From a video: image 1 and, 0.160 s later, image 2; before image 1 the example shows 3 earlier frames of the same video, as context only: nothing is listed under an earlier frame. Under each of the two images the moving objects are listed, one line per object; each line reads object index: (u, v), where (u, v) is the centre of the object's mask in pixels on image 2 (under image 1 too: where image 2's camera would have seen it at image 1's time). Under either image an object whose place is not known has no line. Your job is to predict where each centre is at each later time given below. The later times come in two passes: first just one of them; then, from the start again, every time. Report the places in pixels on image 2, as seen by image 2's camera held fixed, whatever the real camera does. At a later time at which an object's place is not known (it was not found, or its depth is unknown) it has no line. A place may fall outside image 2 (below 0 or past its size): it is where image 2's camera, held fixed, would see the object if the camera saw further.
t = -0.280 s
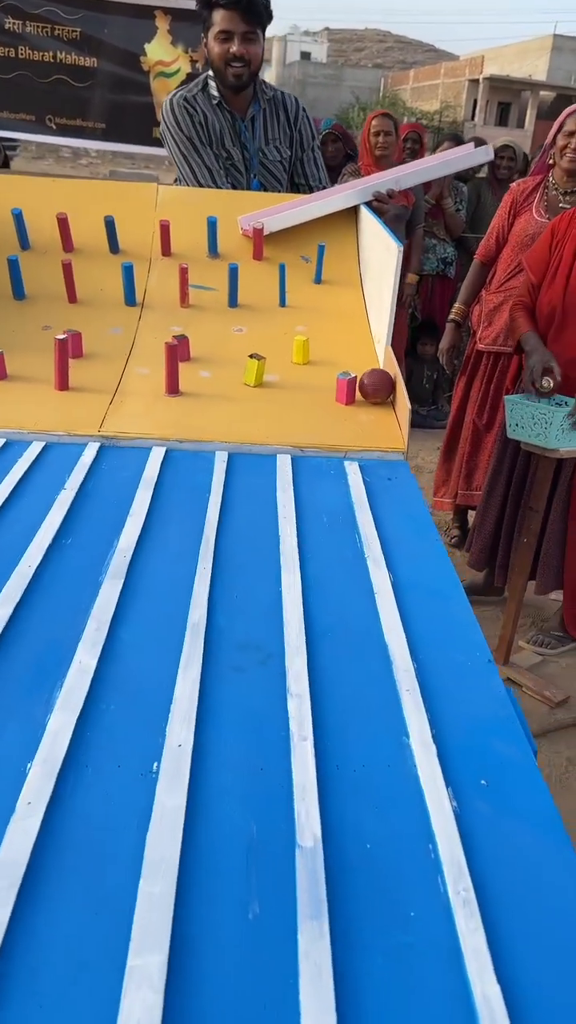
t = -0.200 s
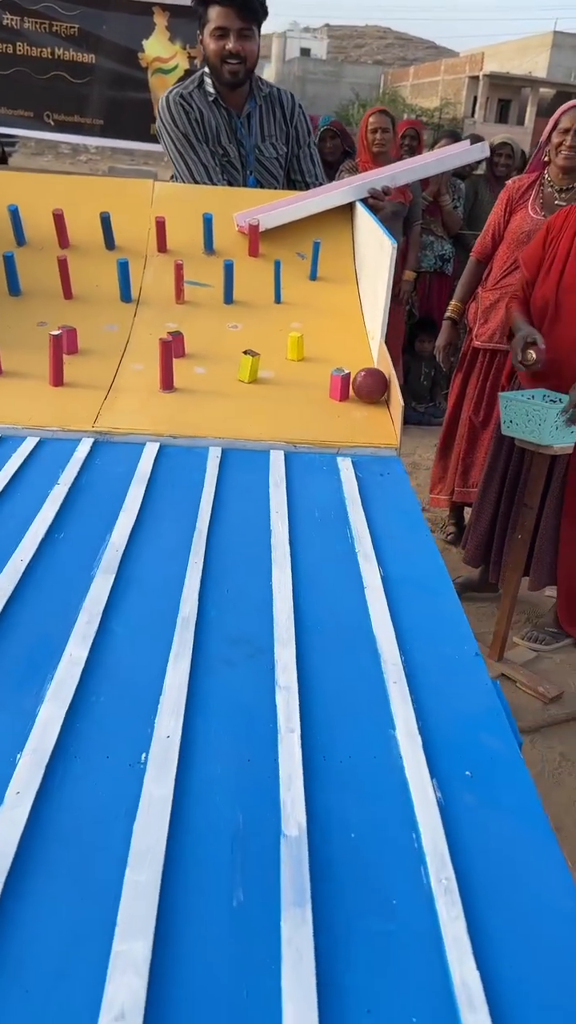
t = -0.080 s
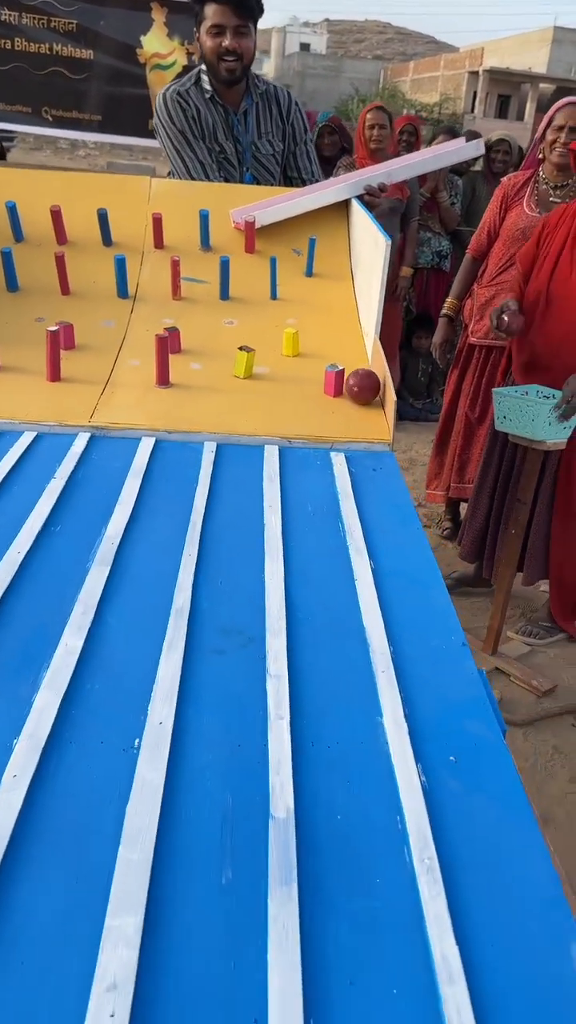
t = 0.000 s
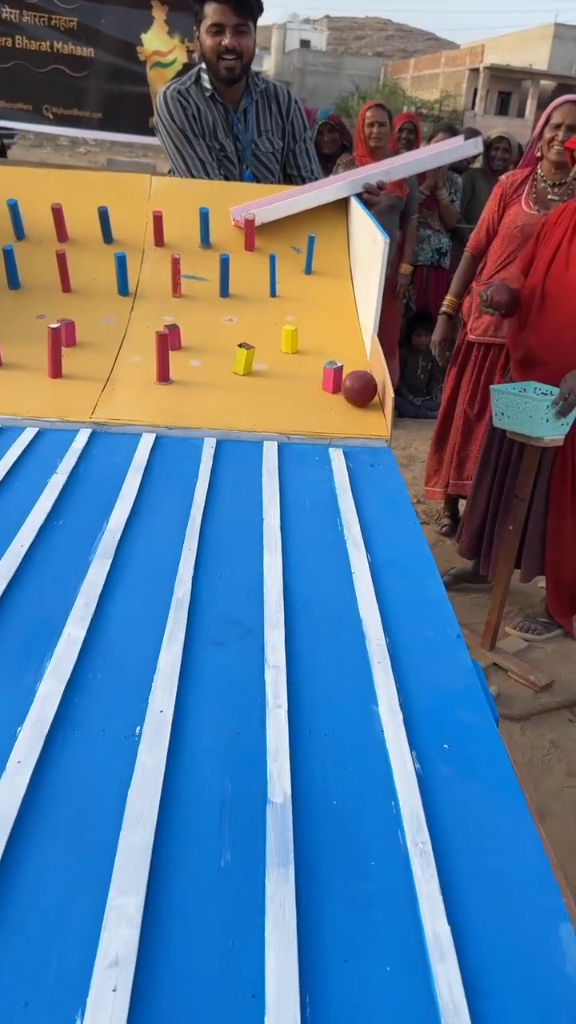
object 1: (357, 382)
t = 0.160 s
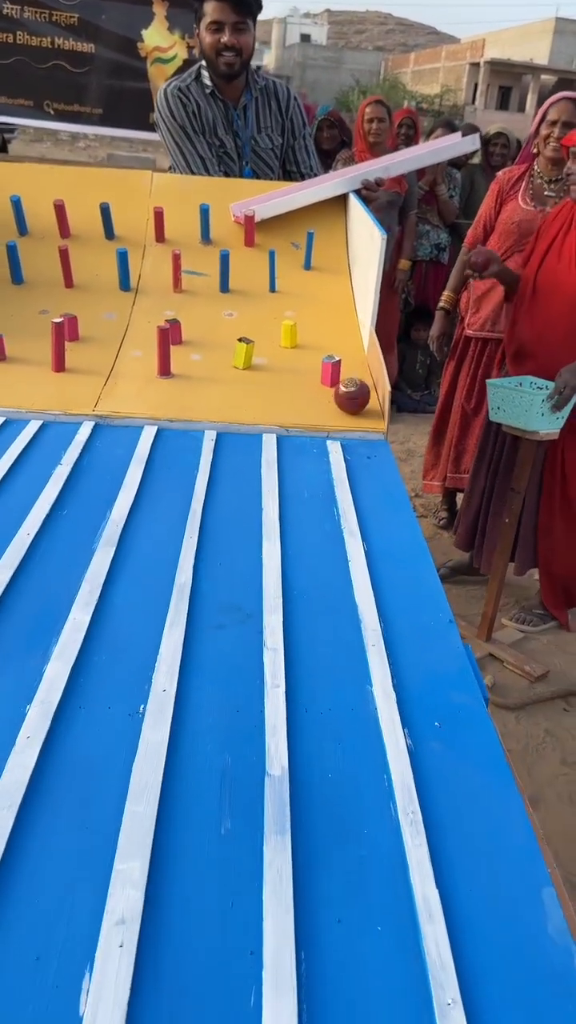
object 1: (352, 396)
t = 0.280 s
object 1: (347, 408)
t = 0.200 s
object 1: (350, 400)
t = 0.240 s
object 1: (349, 404)
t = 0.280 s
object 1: (347, 408)
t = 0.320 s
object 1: (344, 417)
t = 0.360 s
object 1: (343, 422)
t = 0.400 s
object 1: (343, 427)
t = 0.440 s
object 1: (344, 430)
